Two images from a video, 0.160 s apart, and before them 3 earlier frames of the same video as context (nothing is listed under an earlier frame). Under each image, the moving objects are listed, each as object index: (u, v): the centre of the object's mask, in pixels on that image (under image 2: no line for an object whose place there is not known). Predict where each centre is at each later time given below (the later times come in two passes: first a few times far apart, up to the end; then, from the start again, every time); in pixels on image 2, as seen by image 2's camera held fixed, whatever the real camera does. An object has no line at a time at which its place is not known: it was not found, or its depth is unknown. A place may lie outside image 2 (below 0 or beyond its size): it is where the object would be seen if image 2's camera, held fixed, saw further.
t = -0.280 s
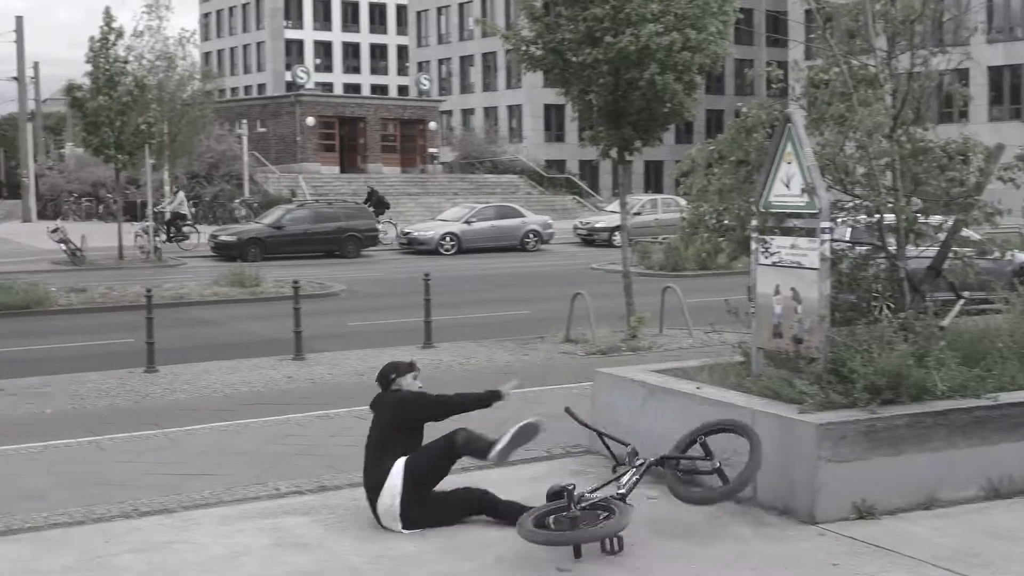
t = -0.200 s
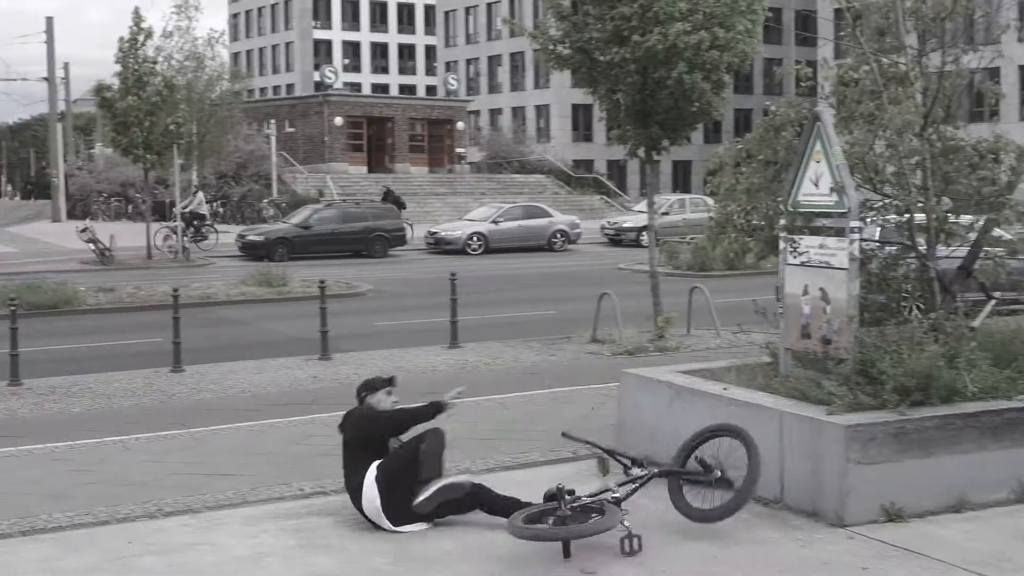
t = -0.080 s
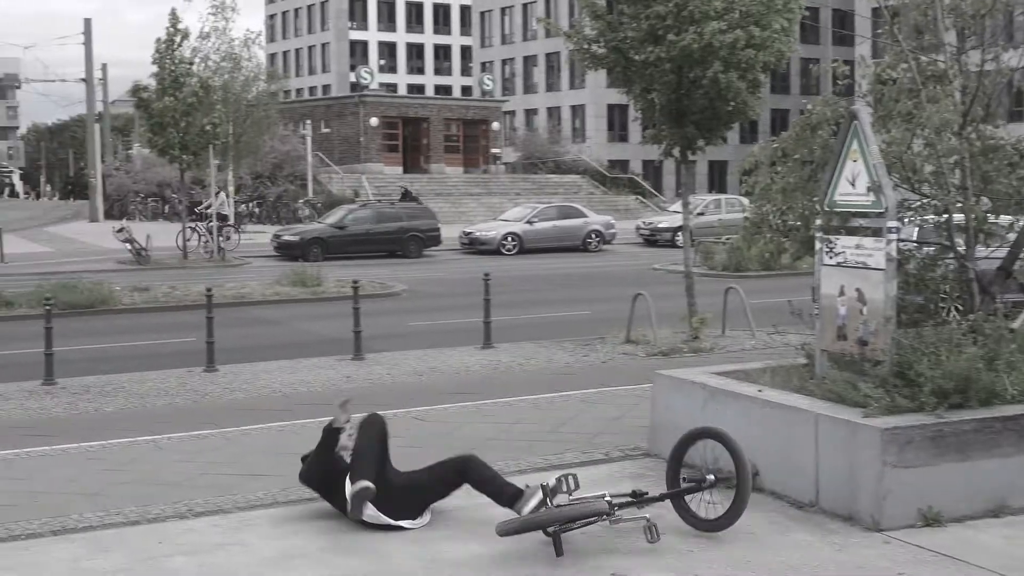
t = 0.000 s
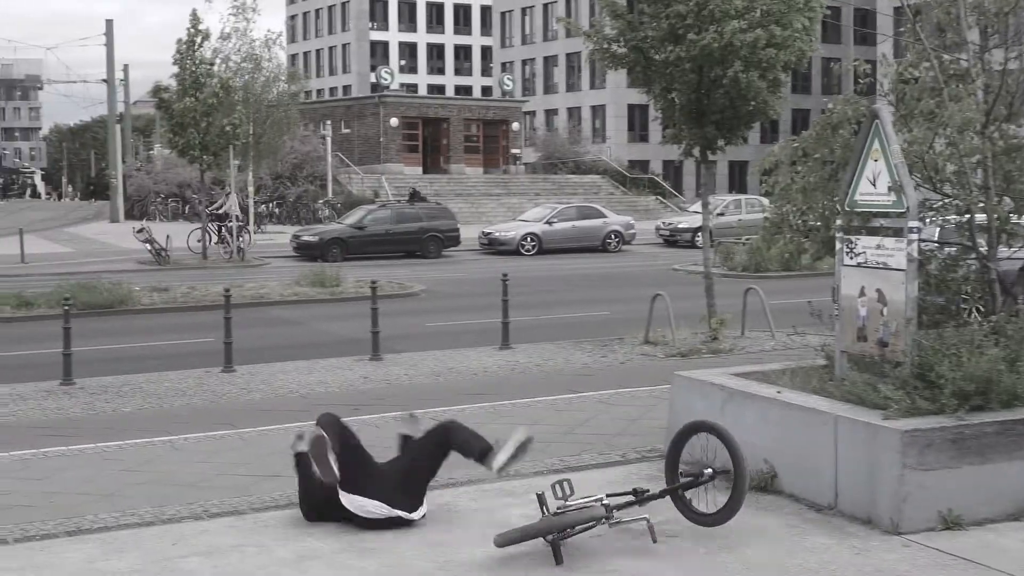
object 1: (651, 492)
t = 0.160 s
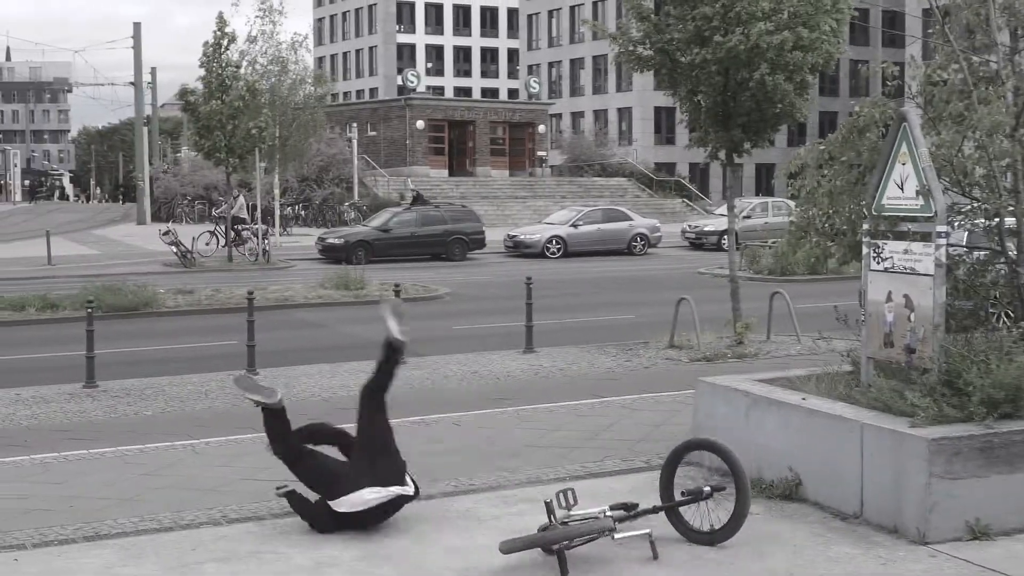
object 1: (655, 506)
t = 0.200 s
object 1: (650, 504)
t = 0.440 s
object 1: (639, 501)
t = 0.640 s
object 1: (639, 499)
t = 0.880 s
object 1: (644, 495)
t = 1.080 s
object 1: (647, 494)
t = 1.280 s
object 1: (650, 491)
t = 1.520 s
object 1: (654, 488)
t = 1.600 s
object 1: (655, 487)
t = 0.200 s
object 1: (650, 504)
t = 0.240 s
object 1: (647, 502)
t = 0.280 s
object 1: (644, 502)
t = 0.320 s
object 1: (643, 503)
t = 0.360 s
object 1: (641, 502)
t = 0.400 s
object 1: (640, 502)
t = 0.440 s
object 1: (639, 501)
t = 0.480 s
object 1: (638, 501)
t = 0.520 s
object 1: (637, 500)
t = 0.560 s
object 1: (638, 500)
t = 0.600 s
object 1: (638, 499)
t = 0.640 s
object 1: (639, 499)
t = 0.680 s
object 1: (640, 498)
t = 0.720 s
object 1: (641, 497)
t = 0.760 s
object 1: (642, 497)
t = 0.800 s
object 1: (643, 496)
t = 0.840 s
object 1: (643, 496)
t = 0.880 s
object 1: (644, 495)
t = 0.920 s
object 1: (645, 495)
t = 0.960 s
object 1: (645, 495)
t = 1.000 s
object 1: (646, 494)
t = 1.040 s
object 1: (646, 494)
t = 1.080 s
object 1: (647, 494)
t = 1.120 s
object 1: (647, 493)
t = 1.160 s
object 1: (635, 498)
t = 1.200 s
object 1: (649, 492)
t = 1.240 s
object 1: (649, 492)
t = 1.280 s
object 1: (650, 491)
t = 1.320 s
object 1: (651, 491)
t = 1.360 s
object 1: (652, 490)
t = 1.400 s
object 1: (652, 490)
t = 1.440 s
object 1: (652, 489)
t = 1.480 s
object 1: (653, 489)
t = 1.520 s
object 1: (654, 488)
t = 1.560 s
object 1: (654, 488)
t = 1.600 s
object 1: (655, 487)
